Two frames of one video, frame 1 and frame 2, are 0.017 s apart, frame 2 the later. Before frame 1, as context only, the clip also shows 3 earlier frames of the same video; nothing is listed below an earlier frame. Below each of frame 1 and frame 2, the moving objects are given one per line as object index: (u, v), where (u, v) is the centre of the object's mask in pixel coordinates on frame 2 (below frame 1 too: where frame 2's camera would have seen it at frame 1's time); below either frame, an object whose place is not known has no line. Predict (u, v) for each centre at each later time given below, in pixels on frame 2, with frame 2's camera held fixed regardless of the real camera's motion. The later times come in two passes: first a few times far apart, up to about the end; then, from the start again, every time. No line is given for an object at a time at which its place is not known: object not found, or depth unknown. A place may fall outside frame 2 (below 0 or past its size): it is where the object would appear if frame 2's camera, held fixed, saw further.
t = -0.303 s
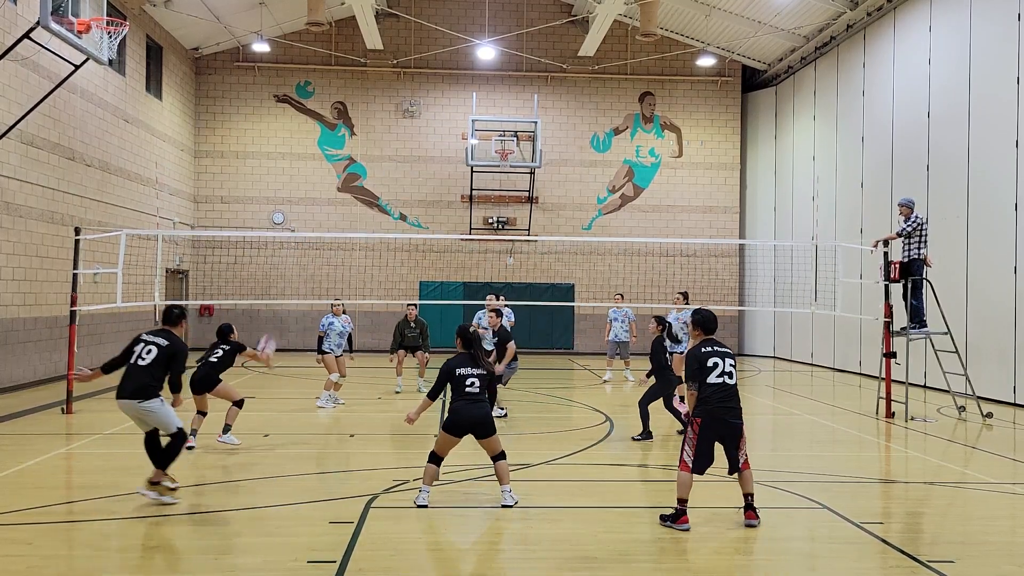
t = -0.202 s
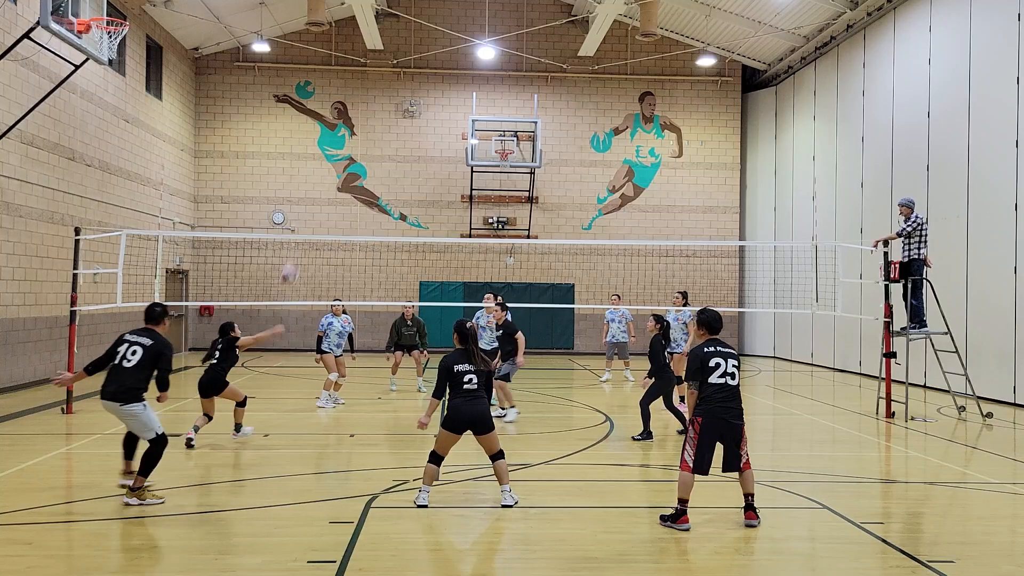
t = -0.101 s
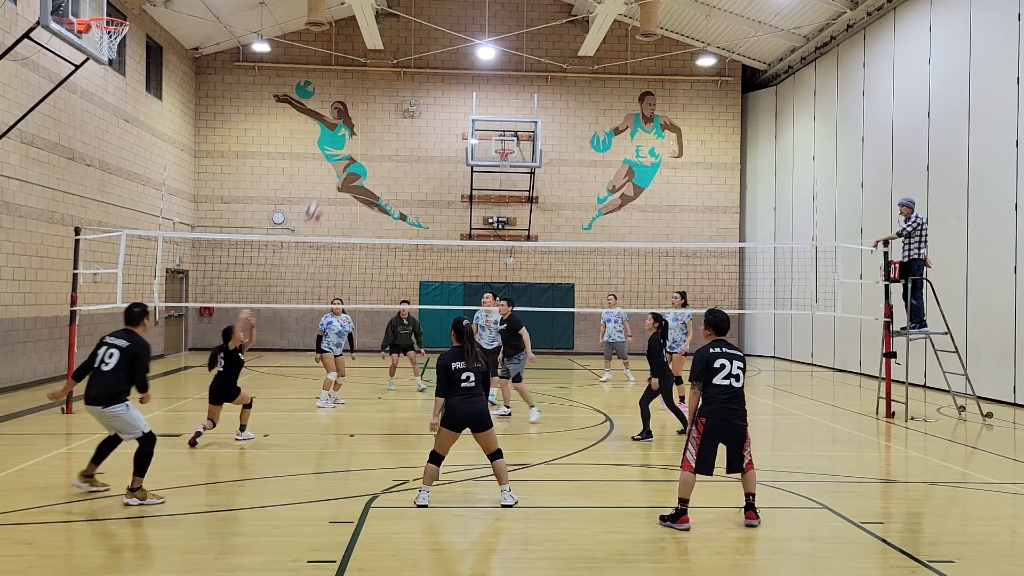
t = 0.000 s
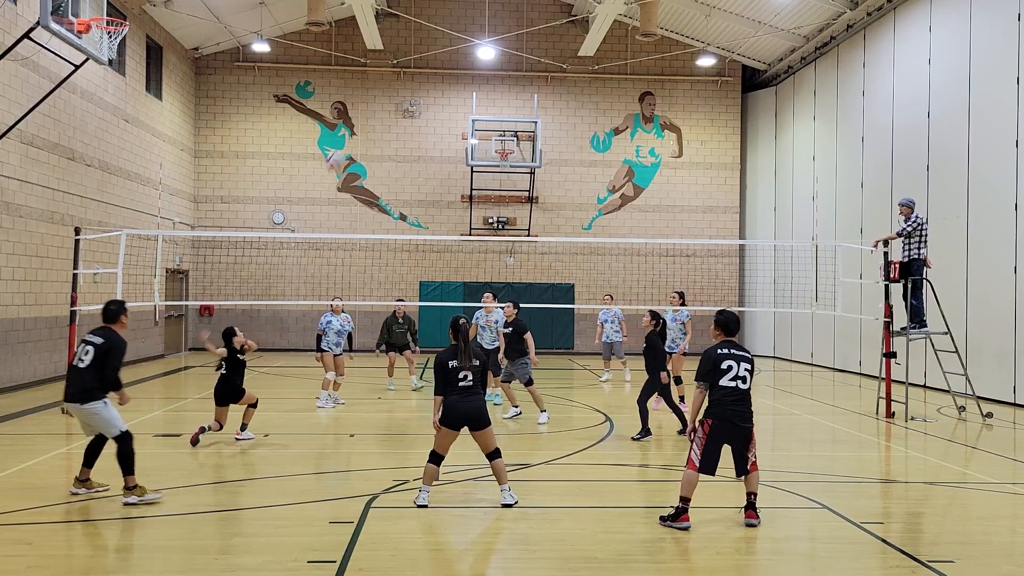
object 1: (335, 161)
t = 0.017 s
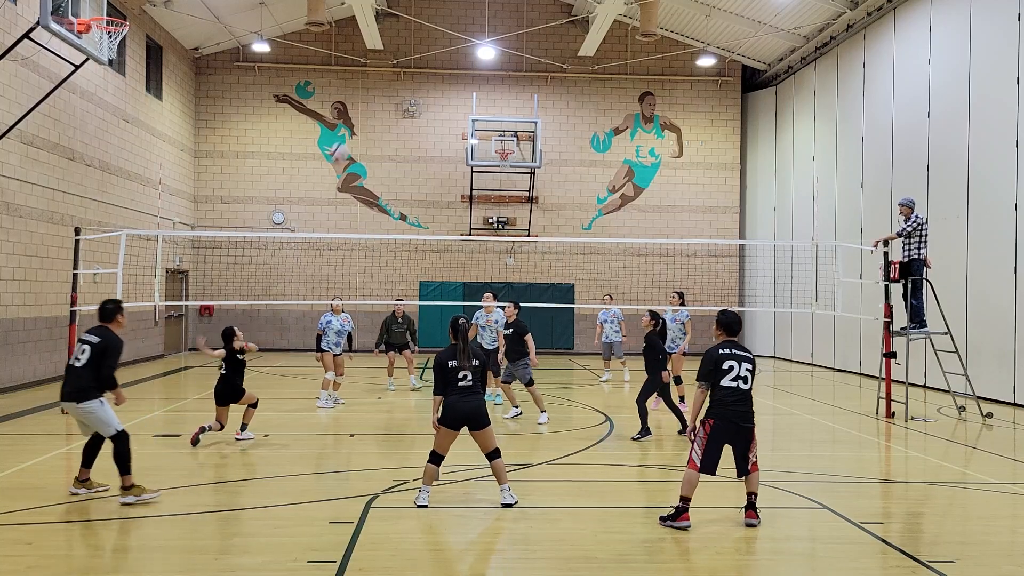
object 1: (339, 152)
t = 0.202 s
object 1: (374, 89)
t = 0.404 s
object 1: (413, 53)
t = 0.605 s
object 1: (446, 55)
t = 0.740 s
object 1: (467, 72)
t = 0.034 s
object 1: (342, 145)
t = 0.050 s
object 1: (346, 139)
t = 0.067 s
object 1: (349, 131)
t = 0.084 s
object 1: (352, 126)
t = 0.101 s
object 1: (355, 119)
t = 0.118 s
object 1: (358, 113)
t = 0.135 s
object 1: (362, 108)
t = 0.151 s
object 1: (365, 103)
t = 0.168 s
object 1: (368, 98)
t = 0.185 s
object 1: (372, 93)
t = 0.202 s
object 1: (374, 89)
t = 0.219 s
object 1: (377, 85)
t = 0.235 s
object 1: (381, 81)
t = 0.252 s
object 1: (384, 77)
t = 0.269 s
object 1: (387, 73)
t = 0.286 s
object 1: (390, 70)
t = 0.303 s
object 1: (396, 65)
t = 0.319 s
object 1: (399, 62)
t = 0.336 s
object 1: (401, 60)
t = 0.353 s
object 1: (405, 58)
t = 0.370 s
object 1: (408, 56)
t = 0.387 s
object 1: (410, 54)
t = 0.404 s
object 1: (413, 53)
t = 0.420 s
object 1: (416, 52)
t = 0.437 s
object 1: (419, 51)
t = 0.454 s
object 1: (422, 51)
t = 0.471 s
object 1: (425, 50)
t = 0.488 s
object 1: (428, 50)
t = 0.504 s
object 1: (430, 50)
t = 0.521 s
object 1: (433, 50)
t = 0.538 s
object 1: (436, 50)
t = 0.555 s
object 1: (439, 51)
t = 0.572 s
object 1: (441, 52)
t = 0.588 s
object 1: (444, 53)
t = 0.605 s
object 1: (446, 55)
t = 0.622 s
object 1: (449, 56)
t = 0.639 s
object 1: (451, 58)
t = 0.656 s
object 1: (454, 60)
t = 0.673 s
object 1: (457, 62)
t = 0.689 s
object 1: (460, 64)
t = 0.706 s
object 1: (462, 66)
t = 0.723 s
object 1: (465, 69)
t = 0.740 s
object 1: (467, 72)
